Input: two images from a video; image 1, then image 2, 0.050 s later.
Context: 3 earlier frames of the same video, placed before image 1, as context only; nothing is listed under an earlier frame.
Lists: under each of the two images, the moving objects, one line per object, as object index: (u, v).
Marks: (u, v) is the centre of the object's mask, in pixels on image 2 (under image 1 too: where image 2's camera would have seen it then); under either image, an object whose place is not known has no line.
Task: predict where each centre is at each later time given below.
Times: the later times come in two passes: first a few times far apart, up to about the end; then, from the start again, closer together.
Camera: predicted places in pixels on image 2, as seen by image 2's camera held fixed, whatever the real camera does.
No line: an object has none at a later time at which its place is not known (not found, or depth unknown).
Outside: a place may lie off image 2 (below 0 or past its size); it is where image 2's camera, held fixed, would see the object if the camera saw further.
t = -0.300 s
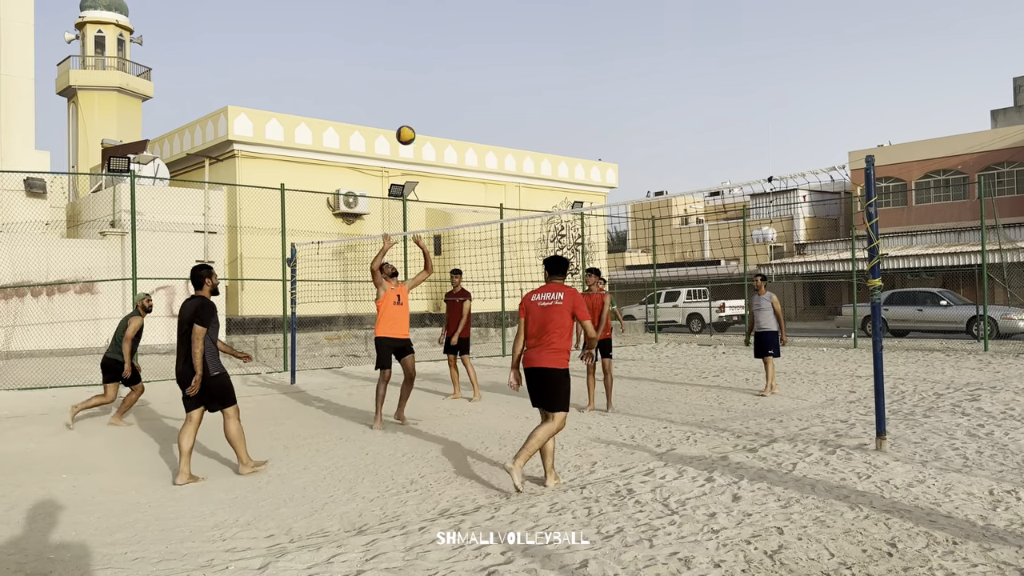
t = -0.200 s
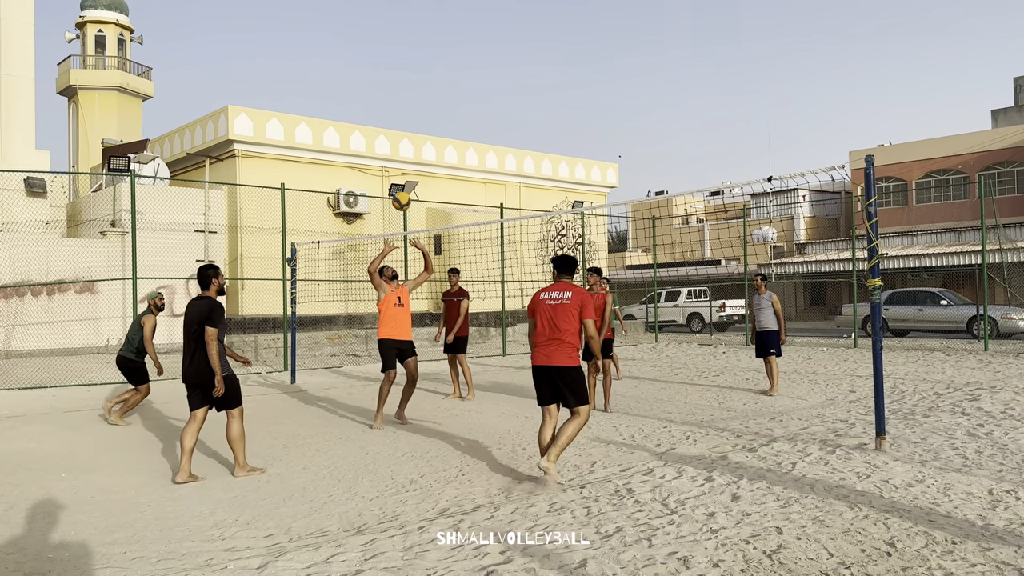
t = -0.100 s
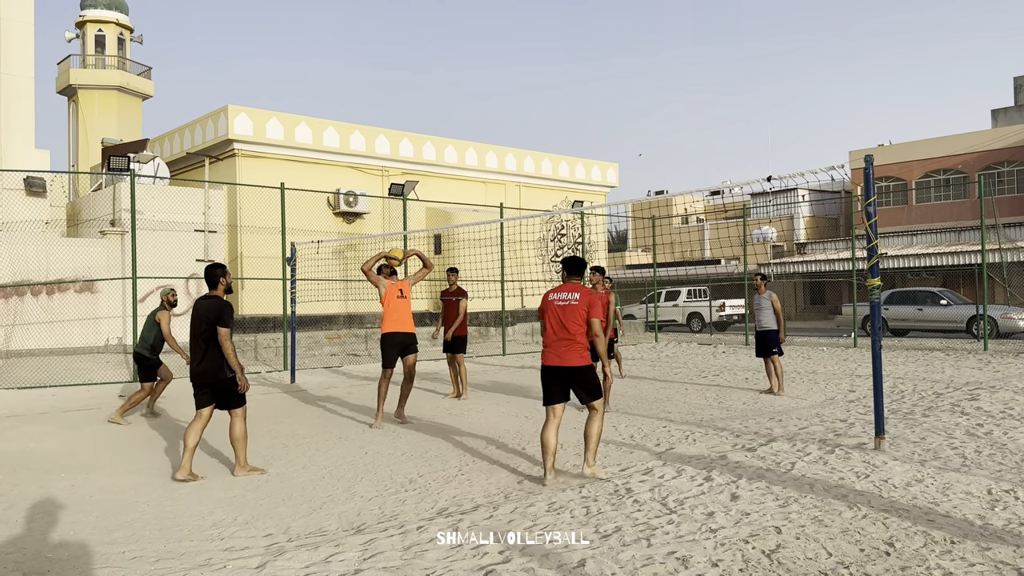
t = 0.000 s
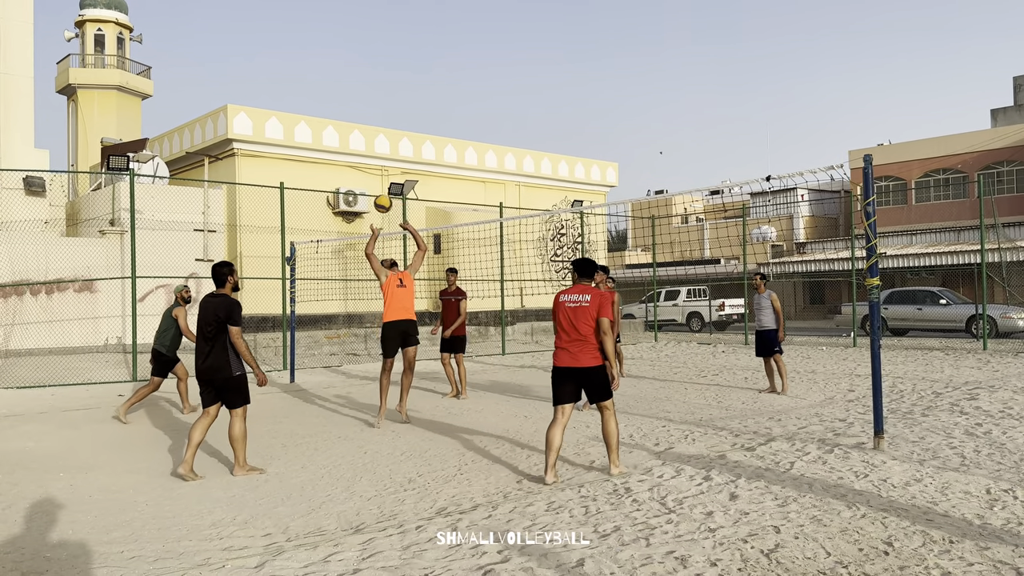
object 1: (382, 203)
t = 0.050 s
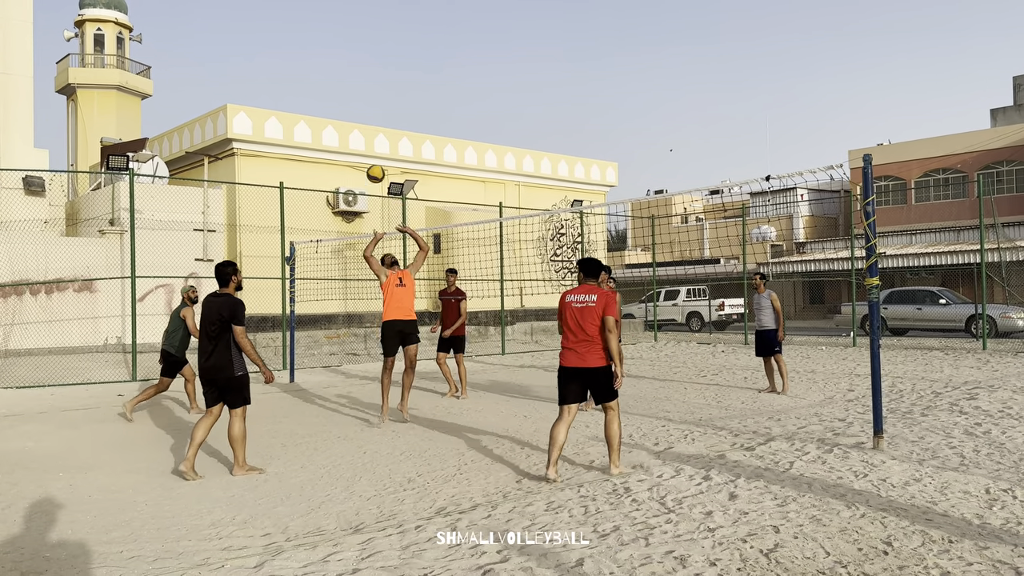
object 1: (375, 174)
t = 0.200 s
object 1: (355, 101)
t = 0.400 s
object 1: (331, 39)
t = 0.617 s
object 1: (309, 13)
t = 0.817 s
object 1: (290, 22)
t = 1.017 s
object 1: (274, 59)
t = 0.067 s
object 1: (373, 164)
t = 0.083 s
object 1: (371, 156)
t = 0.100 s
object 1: (368, 147)
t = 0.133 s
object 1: (364, 130)
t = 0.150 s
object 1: (362, 123)
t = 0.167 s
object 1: (360, 115)
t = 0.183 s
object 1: (357, 108)
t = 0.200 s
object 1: (355, 101)
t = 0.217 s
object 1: (353, 94)
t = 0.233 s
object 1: (351, 88)
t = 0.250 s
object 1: (349, 82)
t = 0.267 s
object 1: (347, 76)
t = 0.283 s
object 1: (345, 71)
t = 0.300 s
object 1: (343, 65)
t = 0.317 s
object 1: (341, 60)
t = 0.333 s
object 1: (339, 56)
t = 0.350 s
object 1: (337, 51)
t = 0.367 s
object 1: (335, 47)
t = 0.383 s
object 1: (333, 43)
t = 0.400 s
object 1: (331, 39)
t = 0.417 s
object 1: (329, 36)
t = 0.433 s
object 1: (328, 33)
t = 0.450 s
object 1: (326, 30)
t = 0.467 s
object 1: (324, 27)
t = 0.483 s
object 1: (322, 25)
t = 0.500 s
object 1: (320, 23)
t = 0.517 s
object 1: (319, 21)
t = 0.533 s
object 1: (317, 19)
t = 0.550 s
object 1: (315, 17)
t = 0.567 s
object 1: (314, 16)
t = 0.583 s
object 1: (312, 15)
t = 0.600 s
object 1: (310, 14)
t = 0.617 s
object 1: (309, 13)
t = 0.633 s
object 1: (307, 13)
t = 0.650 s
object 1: (305, 13)
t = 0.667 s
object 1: (304, 13)
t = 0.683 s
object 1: (302, 13)
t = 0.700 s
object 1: (301, 13)
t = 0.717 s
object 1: (299, 14)
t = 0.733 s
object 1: (297, 15)
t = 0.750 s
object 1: (296, 15)
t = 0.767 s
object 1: (295, 17)
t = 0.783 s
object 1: (293, 18)
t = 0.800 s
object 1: (292, 20)
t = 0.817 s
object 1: (290, 22)
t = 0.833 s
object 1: (289, 24)
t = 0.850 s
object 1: (287, 26)
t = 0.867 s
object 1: (286, 29)
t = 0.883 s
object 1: (284, 31)
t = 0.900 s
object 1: (283, 34)
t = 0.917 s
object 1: (282, 37)
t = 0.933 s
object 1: (280, 40)
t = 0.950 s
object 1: (279, 44)
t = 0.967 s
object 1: (277, 47)
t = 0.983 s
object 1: (276, 51)
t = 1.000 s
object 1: (275, 55)
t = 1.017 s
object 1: (274, 59)
